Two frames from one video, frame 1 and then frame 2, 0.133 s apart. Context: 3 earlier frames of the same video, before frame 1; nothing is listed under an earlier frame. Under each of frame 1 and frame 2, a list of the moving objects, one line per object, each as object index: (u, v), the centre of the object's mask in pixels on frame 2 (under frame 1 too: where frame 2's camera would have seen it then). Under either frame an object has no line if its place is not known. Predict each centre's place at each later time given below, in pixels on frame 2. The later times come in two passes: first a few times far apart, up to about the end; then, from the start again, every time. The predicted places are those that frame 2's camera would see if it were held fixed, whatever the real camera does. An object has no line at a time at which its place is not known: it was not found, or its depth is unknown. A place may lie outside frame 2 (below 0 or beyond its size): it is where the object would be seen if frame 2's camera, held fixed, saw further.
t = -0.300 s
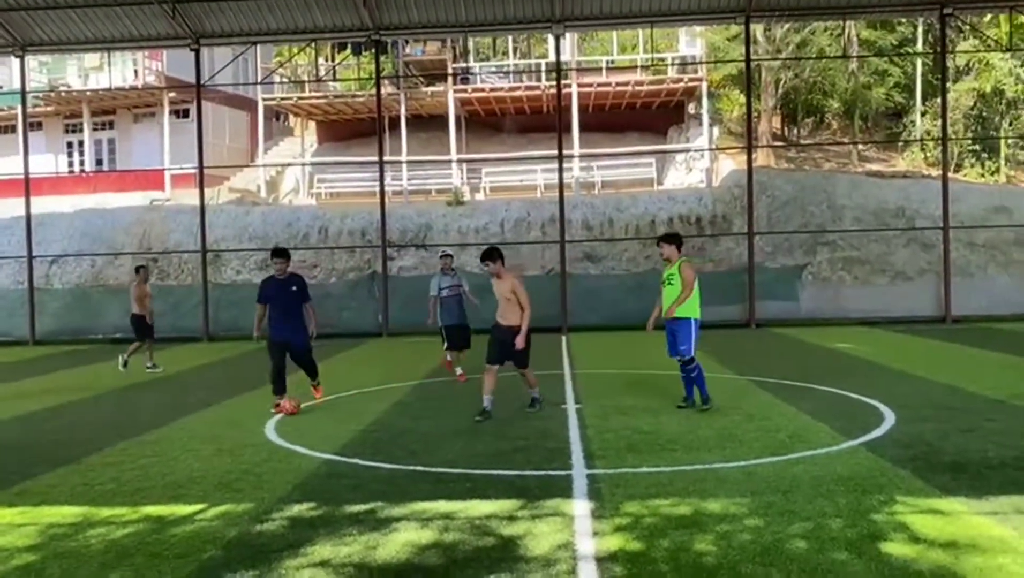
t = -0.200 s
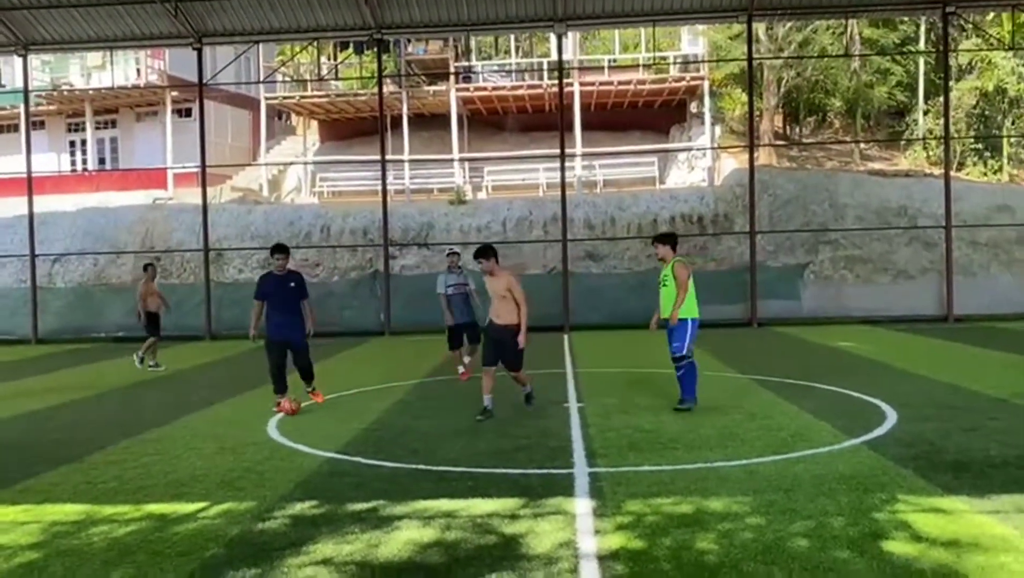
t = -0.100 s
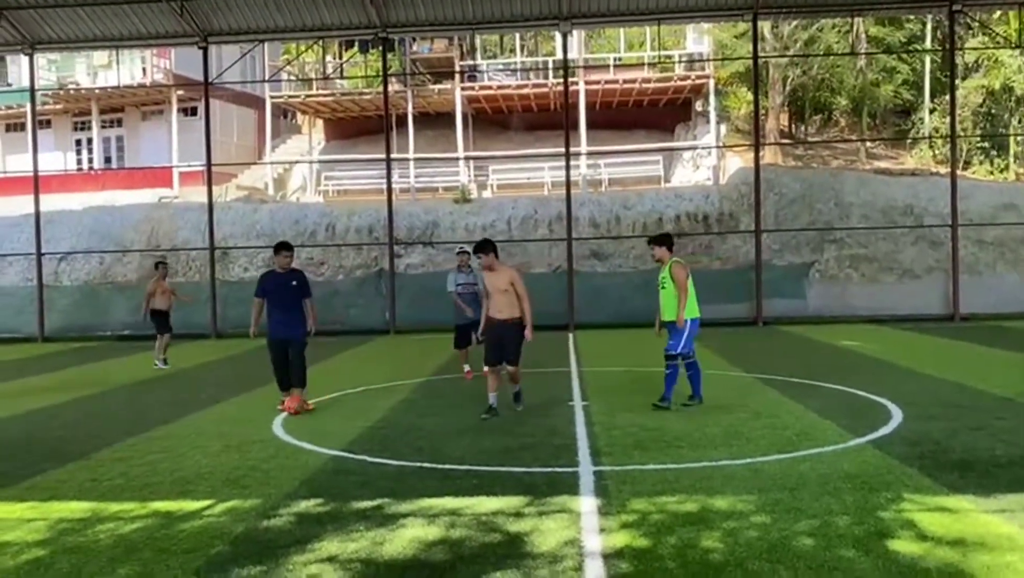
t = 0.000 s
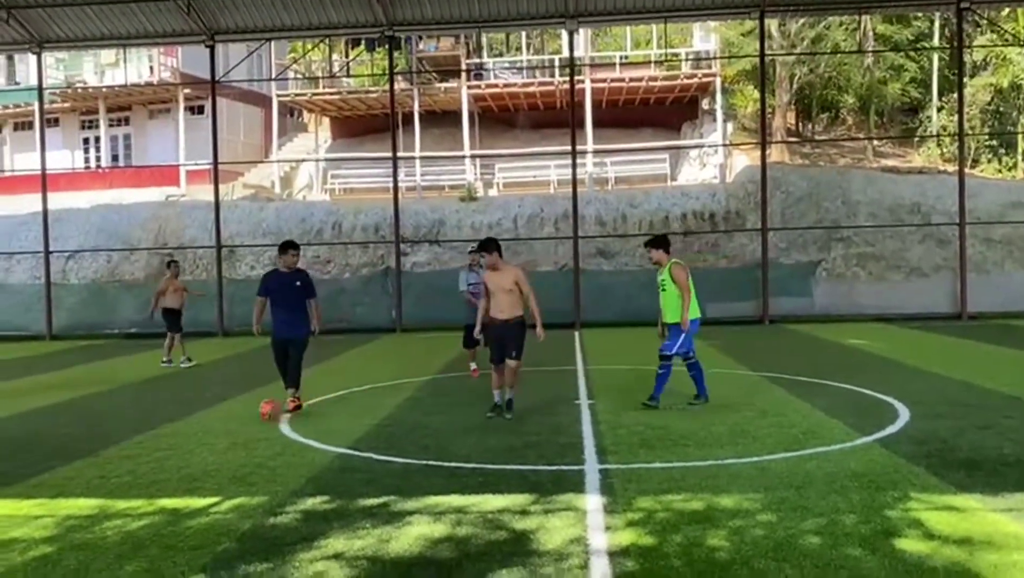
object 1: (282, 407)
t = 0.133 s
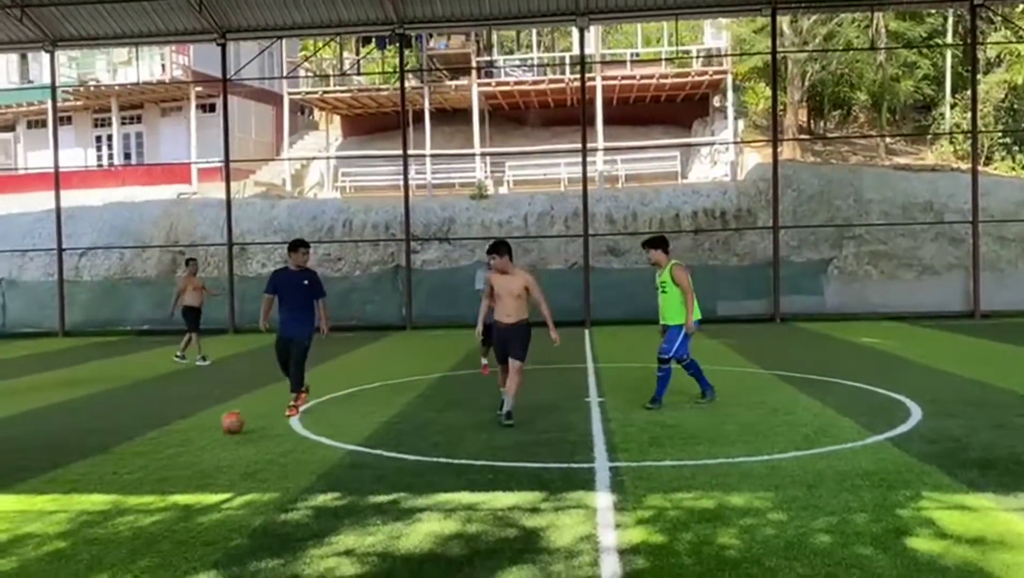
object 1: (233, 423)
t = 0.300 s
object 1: (171, 439)
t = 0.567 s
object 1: (73, 467)
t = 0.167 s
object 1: (220, 426)
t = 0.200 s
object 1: (208, 430)
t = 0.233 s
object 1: (195, 436)
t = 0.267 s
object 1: (182, 438)
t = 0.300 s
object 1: (171, 439)
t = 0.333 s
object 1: (159, 440)
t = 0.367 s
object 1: (148, 443)
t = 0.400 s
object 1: (136, 447)
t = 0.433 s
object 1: (123, 454)
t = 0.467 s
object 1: (111, 461)
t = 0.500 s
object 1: (99, 463)
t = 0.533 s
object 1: (86, 464)
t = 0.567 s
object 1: (73, 467)
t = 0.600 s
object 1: (61, 470)
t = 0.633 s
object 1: (47, 477)
